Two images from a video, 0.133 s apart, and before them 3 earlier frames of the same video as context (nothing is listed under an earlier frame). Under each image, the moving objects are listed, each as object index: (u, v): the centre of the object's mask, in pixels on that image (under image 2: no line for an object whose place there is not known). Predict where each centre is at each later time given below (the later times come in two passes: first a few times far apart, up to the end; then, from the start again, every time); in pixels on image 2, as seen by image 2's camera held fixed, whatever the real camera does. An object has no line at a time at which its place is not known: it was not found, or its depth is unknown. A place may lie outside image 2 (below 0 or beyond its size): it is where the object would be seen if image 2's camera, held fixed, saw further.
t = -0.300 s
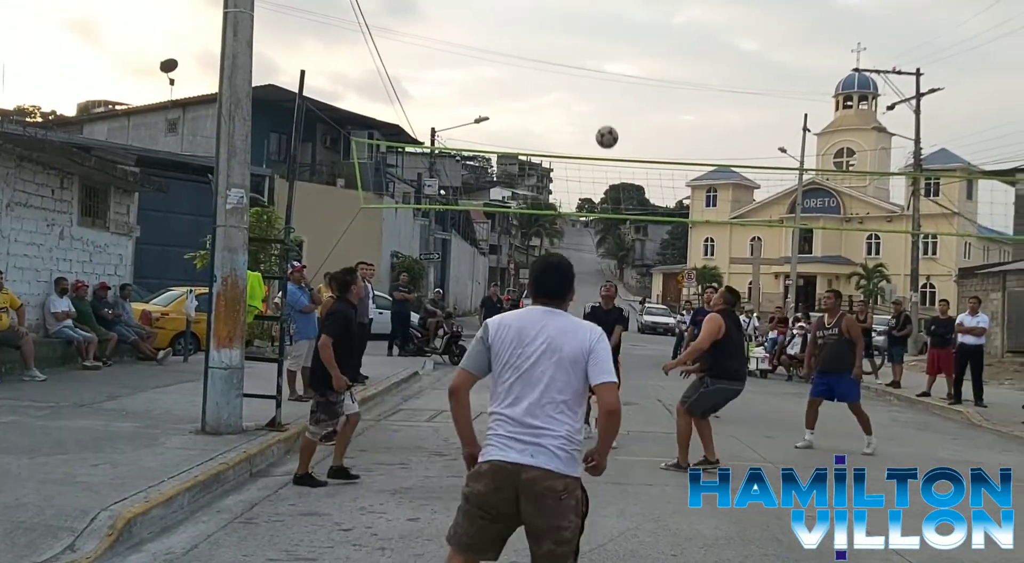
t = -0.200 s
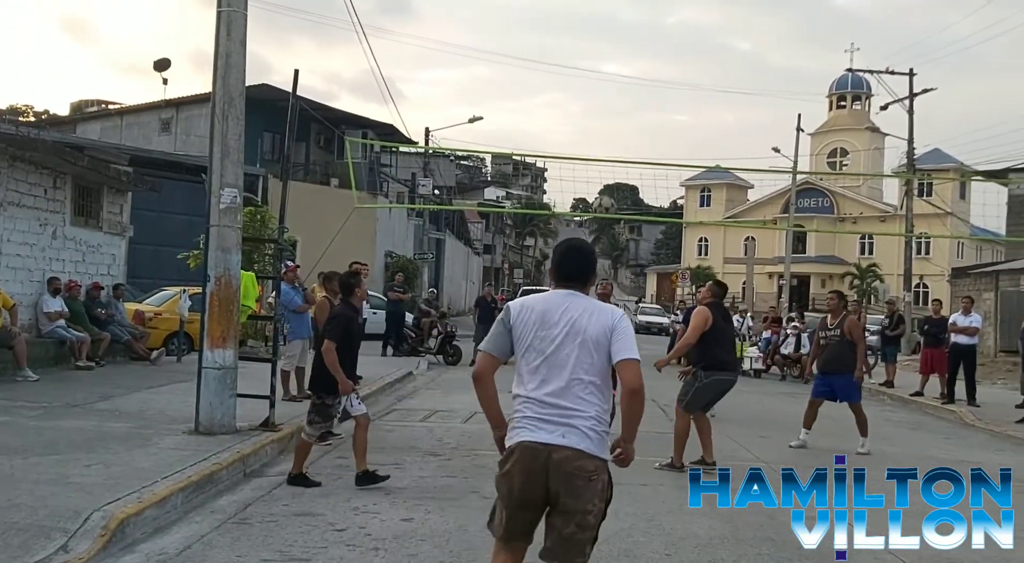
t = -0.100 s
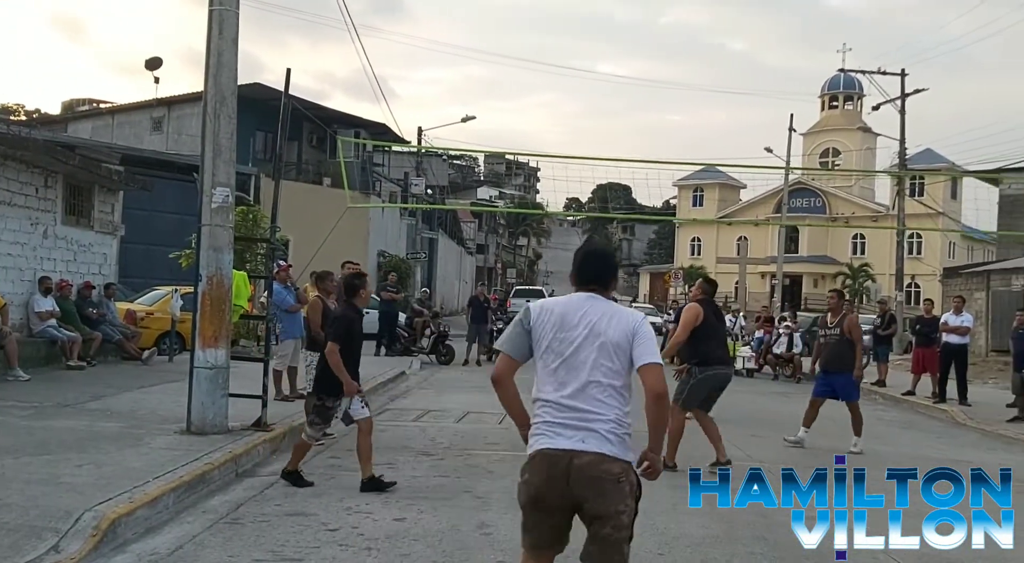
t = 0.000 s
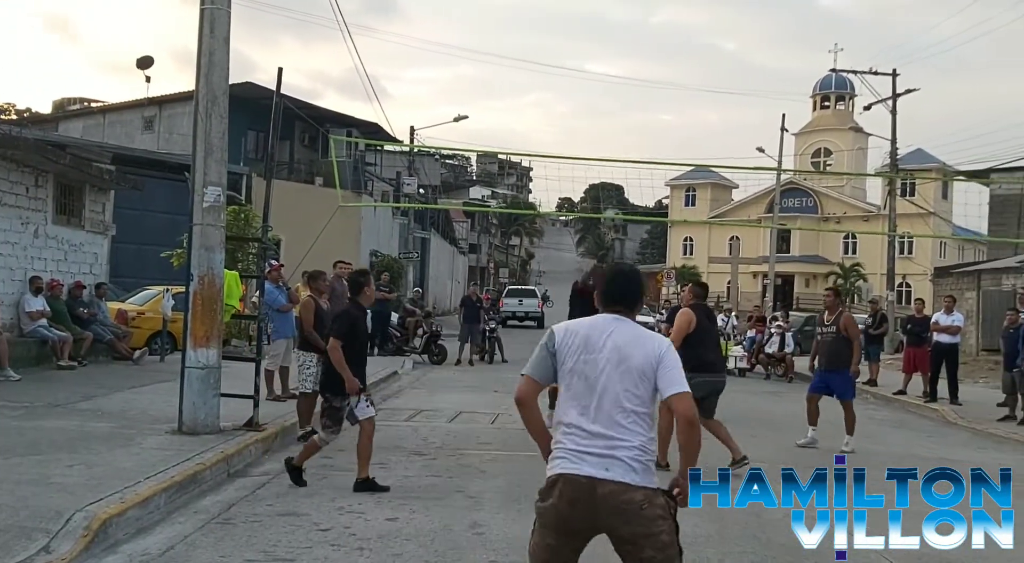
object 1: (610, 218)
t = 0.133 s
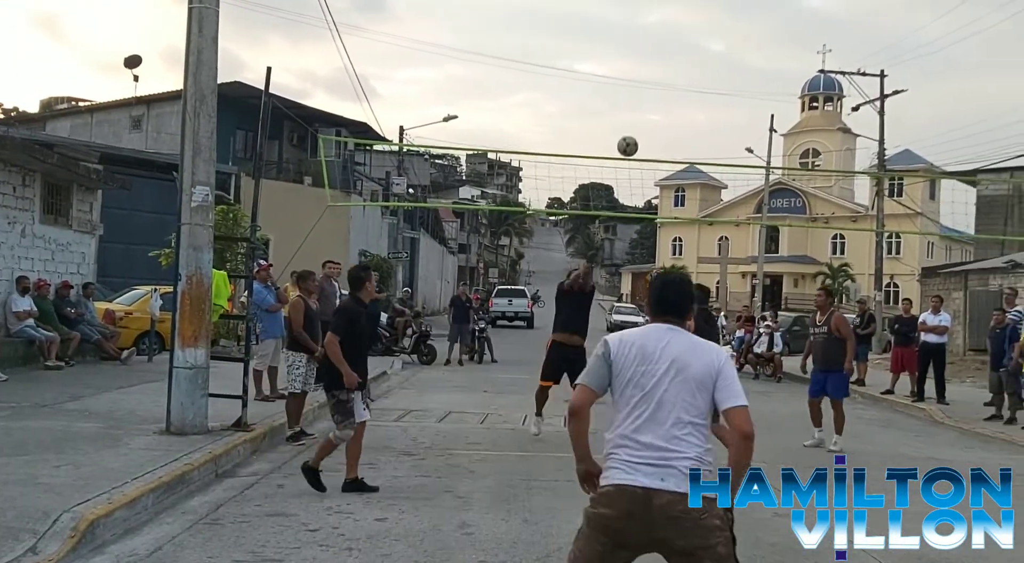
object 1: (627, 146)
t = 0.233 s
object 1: (646, 105)
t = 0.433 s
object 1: (679, 53)
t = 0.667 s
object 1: (712, 40)
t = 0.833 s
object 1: (733, 60)
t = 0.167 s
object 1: (634, 131)
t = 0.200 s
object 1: (640, 117)
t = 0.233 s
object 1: (646, 105)
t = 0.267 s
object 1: (651, 93)
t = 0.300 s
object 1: (657, 83)
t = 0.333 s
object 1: (663, 73)
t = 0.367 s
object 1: (668, 65)
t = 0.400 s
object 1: (673, 58)
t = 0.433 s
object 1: (679, 53)
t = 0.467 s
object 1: (684, 48)
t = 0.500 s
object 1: (689, 44)
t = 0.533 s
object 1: (693, 42)
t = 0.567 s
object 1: (698, 40)
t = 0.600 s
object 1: (703, 39)
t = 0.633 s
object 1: (708, 39)
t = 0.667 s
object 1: (712, 40)
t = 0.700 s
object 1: (716, 42)
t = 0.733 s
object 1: (720, 45)
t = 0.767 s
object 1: (725, 49)
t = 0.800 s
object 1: (729, 54)
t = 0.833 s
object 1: (733, 60)
